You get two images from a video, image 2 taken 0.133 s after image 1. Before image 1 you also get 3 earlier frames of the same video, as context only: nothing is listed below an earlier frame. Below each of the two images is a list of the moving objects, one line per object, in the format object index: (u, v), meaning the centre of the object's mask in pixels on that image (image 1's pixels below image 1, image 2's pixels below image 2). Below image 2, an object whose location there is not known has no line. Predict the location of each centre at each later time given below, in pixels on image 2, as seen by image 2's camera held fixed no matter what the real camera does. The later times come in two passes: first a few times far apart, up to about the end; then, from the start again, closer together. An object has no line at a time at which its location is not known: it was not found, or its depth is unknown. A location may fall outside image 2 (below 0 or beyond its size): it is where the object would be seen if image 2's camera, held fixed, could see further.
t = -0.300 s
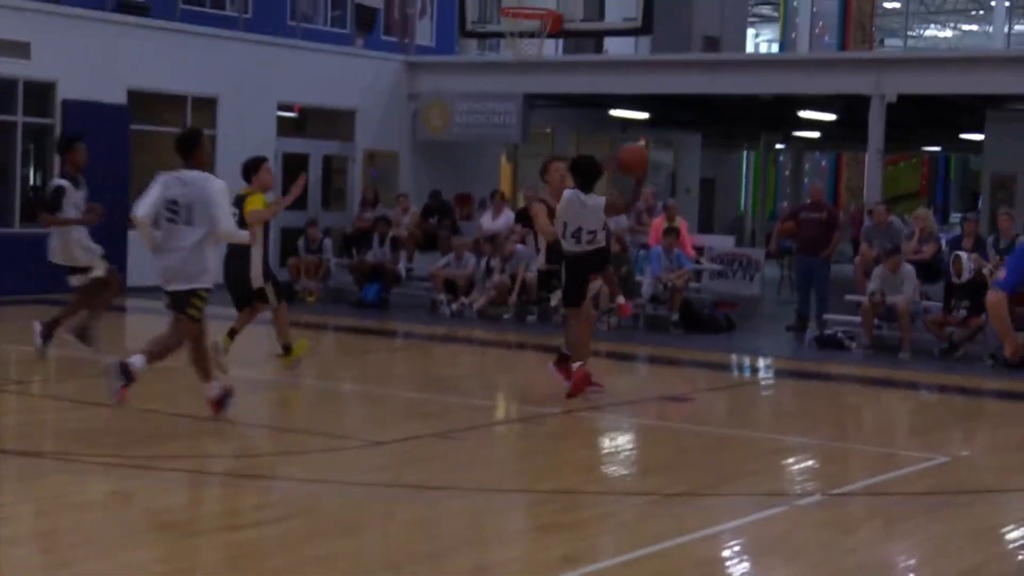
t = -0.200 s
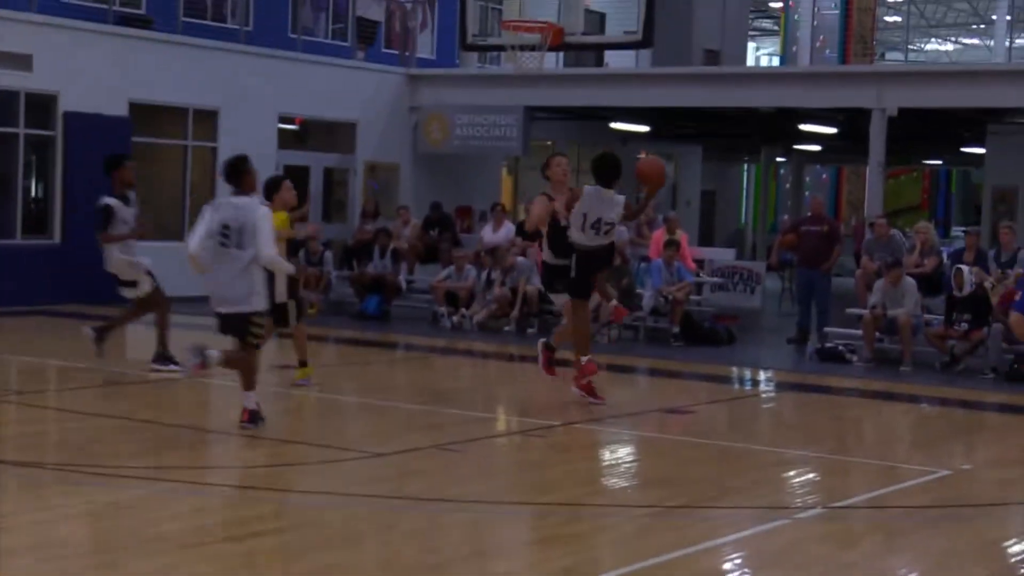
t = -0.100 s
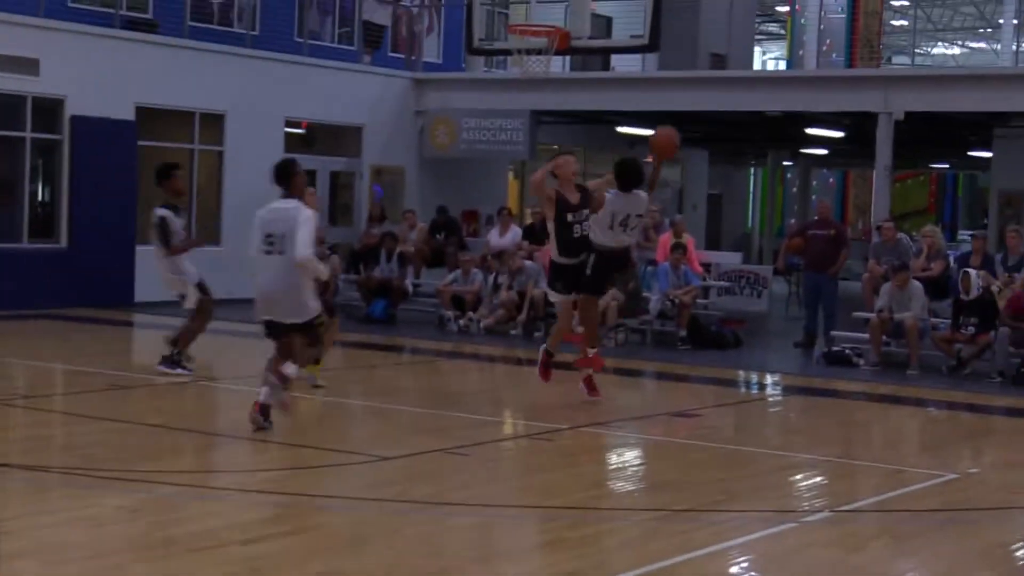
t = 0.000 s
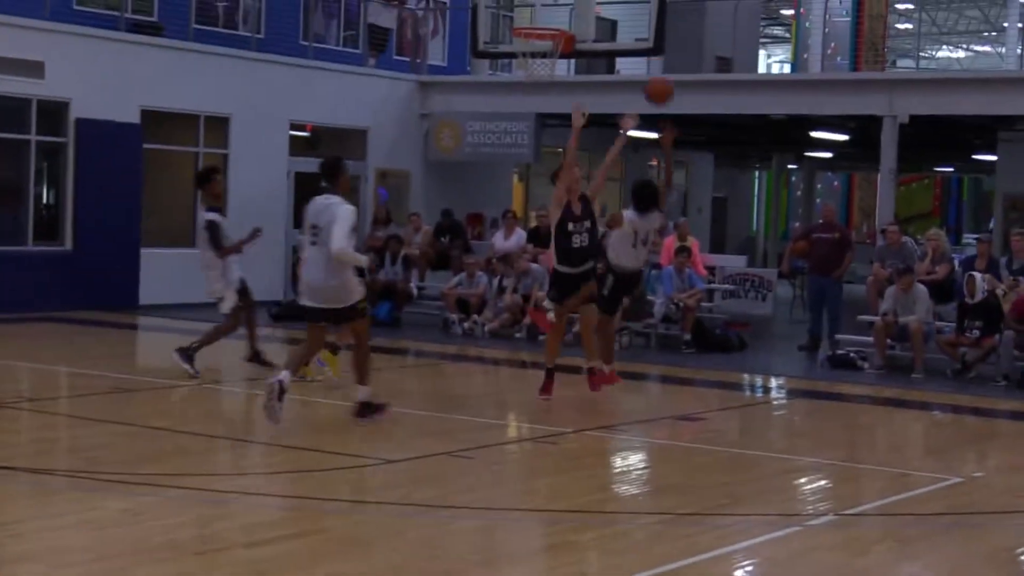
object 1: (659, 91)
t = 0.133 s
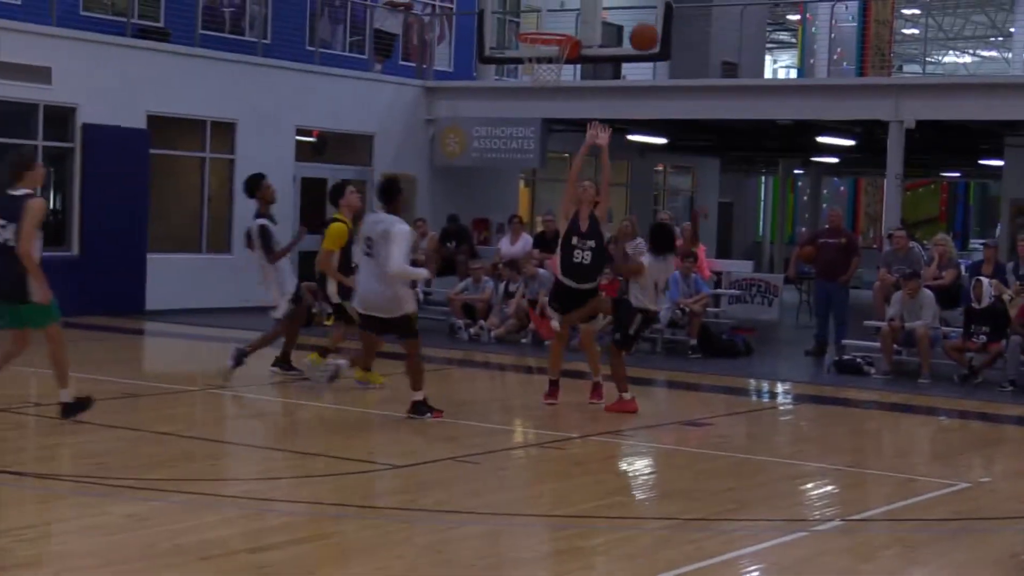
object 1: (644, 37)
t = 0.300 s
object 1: (619, 2)
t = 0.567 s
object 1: (577, 7)
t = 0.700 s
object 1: (543, 23)
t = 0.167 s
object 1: (639, 26)
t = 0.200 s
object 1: (633, 18)
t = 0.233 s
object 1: (629, 10)
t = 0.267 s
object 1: (624, 6)
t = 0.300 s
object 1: (619, 2)
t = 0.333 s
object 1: (613, -2)
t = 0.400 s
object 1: (609, -4)
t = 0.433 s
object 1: (599, -6)
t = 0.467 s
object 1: (593, -4)
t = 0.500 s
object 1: (589, -1)
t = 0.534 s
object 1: (584, 3)
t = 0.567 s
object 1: (577, 7)
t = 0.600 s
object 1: (568, 10)
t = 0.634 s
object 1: (560, 14)
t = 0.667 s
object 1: (553, 19)
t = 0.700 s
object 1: (543, 23)
